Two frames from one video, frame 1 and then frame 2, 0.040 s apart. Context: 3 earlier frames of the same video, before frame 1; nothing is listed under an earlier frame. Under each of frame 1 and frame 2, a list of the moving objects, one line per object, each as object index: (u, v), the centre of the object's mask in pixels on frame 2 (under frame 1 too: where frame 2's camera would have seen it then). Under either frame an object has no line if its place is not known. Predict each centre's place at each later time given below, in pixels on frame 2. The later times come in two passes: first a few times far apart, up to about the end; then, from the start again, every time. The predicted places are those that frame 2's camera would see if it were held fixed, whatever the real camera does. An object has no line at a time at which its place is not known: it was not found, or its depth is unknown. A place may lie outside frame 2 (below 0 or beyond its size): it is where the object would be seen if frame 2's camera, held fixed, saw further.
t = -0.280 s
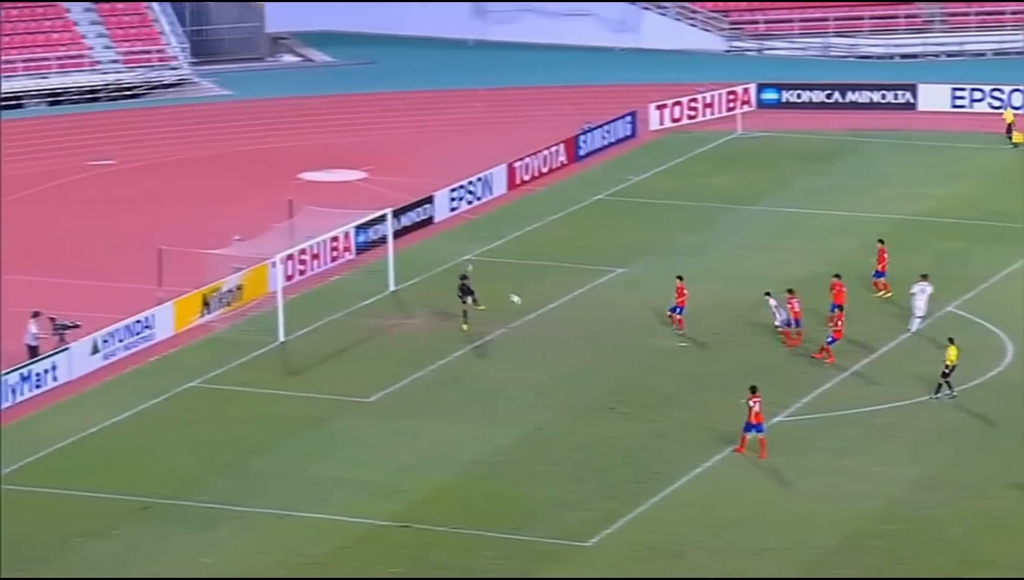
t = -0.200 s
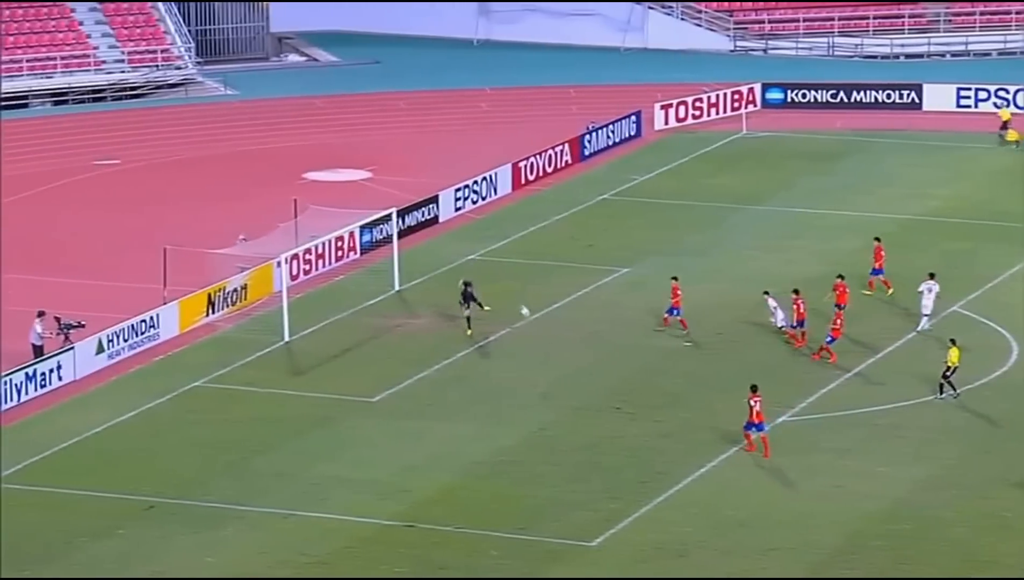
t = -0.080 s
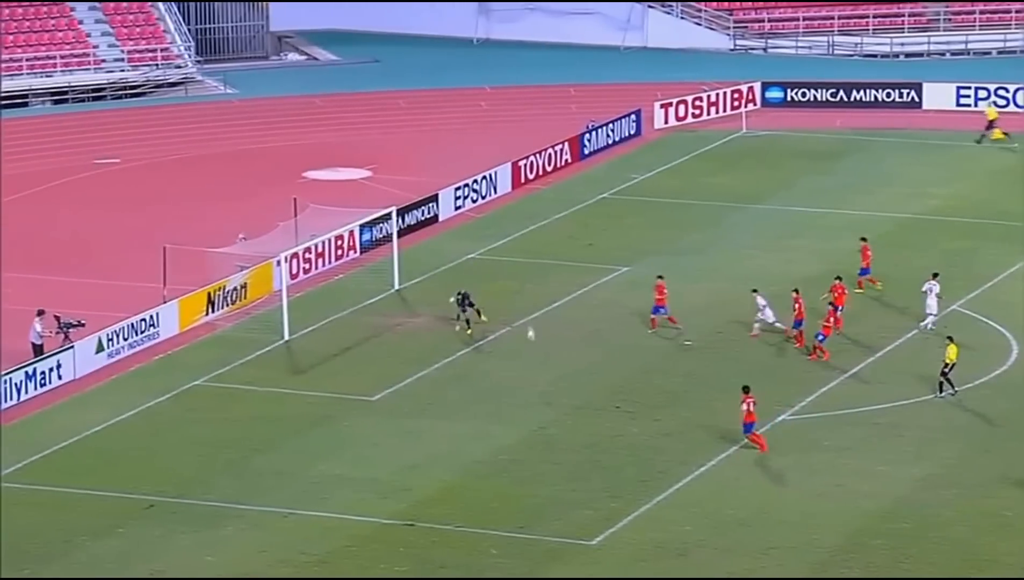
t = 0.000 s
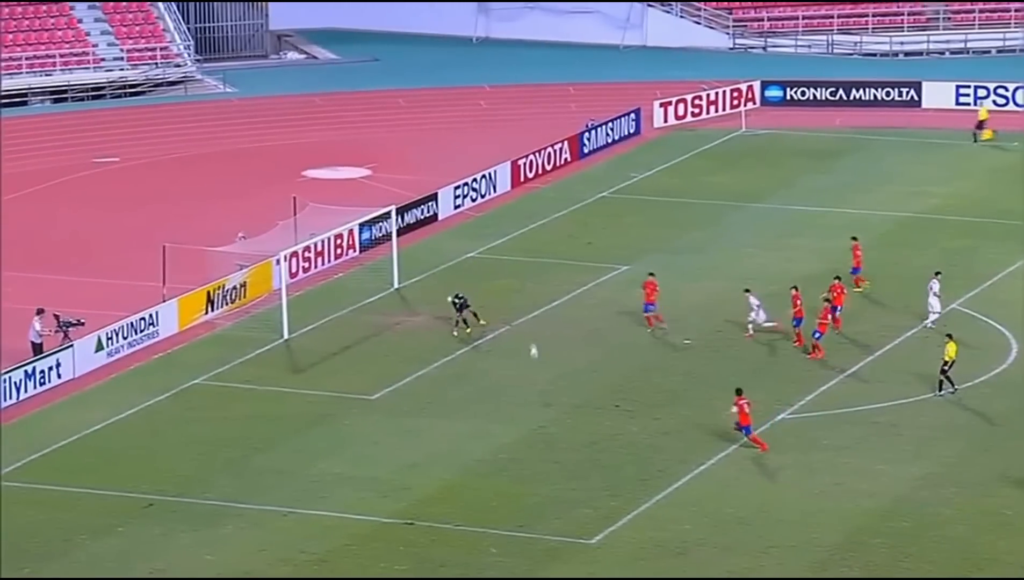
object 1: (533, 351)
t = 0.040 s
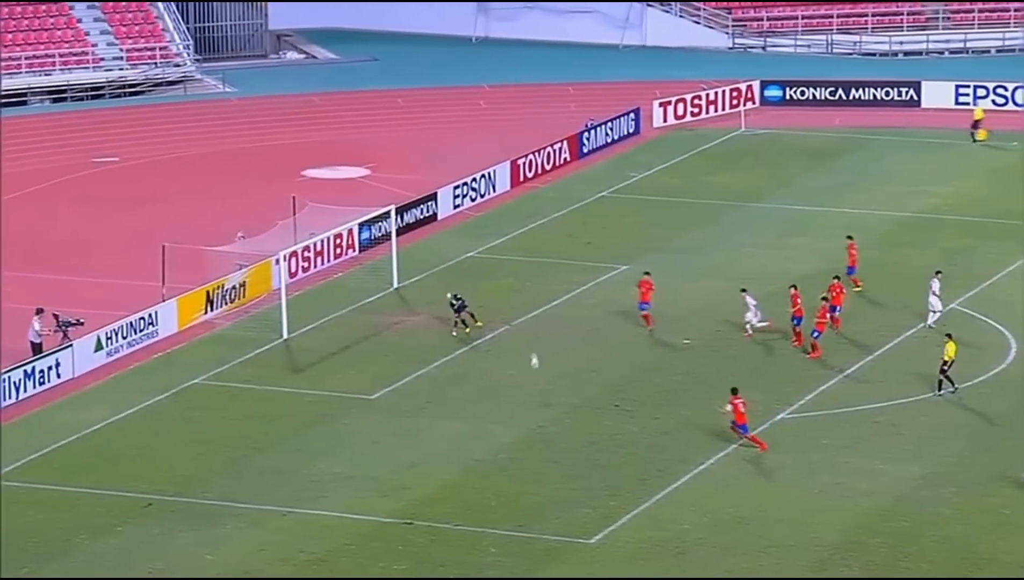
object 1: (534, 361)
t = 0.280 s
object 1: (545, 397)
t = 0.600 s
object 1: (565, 397)
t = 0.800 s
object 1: (577, 416)
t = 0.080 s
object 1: (536, 372)
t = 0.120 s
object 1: (537, 383)
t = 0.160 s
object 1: (539, 395)
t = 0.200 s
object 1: (540, 403)
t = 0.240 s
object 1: (543, 400)
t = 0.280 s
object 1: (545, 397)
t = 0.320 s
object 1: (548, 395)
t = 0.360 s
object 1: (550, 393)
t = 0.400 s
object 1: (553, 392)
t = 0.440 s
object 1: (555, 392)
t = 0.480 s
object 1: (557, 392)
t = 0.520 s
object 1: (560, 393)
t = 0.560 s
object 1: (562, 394)
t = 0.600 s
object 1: (565, 397)
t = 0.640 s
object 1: (567, 400)
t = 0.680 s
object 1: (570, 403)
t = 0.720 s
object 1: (572, 406)
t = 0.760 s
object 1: (574, 411)
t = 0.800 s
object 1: (577, 416)
